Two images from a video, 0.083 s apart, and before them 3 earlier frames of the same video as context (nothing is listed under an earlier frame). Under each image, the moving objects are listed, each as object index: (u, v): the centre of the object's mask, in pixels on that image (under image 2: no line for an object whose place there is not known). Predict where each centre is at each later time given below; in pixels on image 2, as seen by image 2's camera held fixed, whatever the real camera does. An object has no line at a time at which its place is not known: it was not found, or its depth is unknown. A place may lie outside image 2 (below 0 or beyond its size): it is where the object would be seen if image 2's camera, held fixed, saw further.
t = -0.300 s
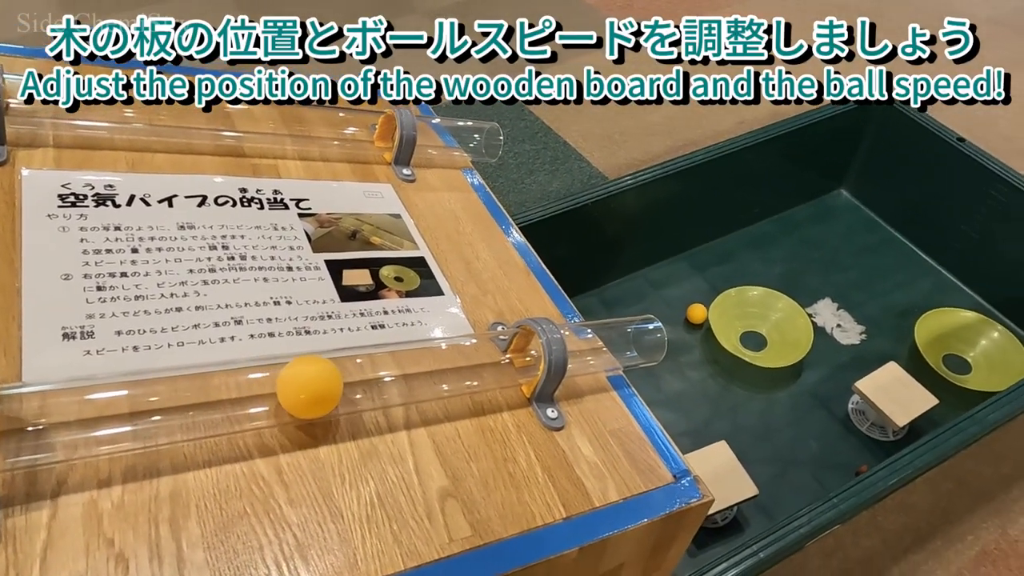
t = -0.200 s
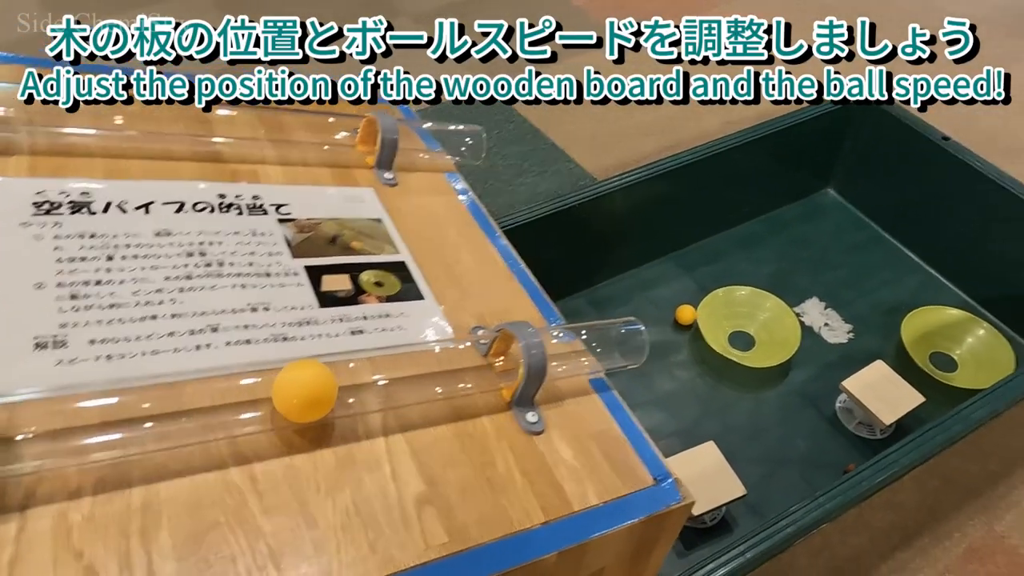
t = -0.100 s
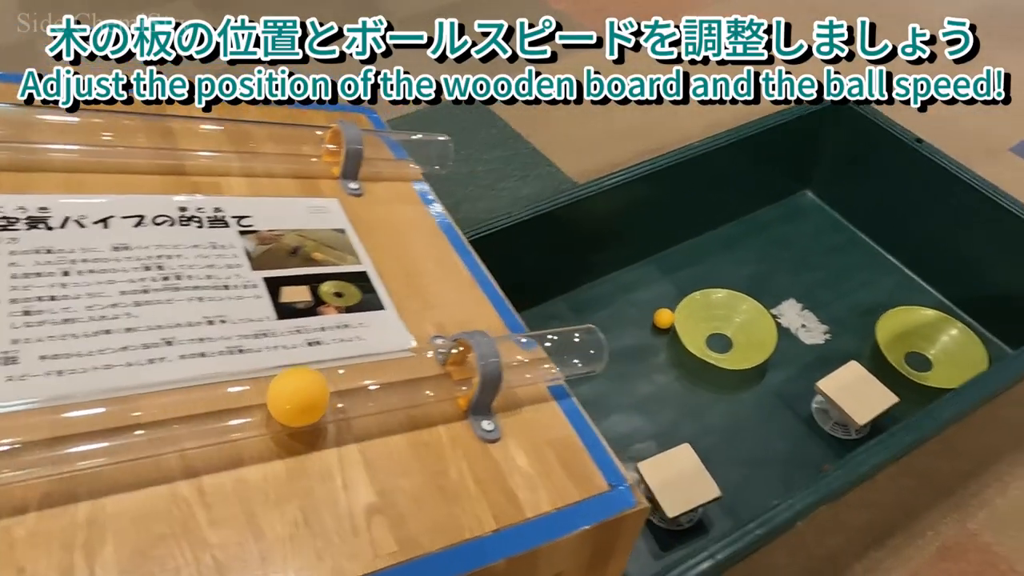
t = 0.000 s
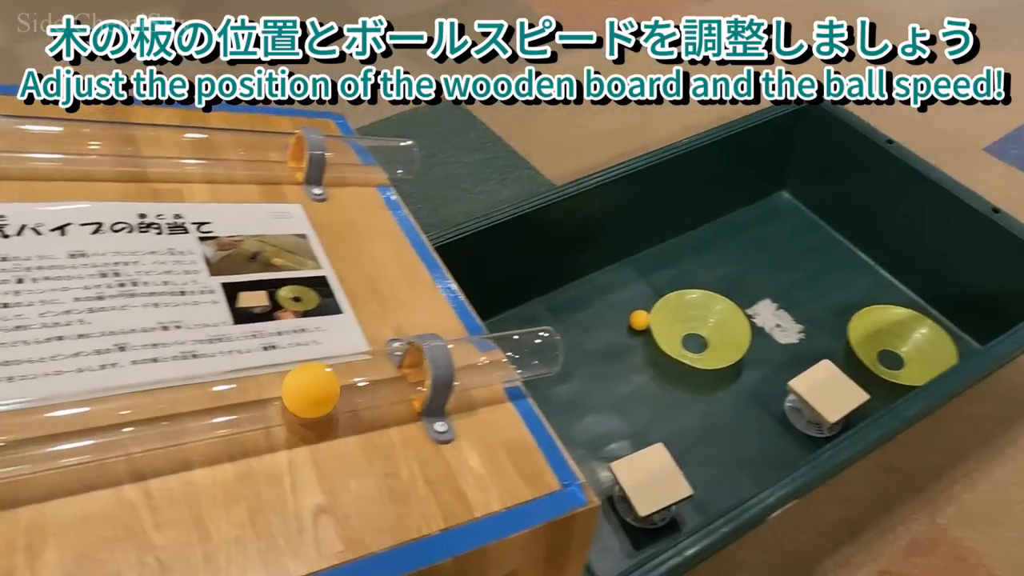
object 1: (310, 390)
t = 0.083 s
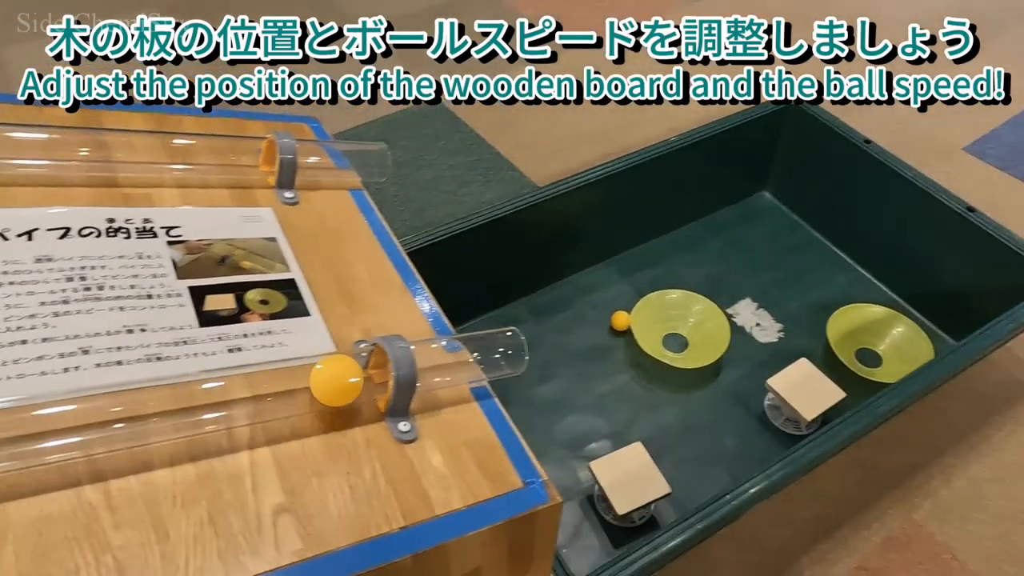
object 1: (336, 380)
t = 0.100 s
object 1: (349, 378)
